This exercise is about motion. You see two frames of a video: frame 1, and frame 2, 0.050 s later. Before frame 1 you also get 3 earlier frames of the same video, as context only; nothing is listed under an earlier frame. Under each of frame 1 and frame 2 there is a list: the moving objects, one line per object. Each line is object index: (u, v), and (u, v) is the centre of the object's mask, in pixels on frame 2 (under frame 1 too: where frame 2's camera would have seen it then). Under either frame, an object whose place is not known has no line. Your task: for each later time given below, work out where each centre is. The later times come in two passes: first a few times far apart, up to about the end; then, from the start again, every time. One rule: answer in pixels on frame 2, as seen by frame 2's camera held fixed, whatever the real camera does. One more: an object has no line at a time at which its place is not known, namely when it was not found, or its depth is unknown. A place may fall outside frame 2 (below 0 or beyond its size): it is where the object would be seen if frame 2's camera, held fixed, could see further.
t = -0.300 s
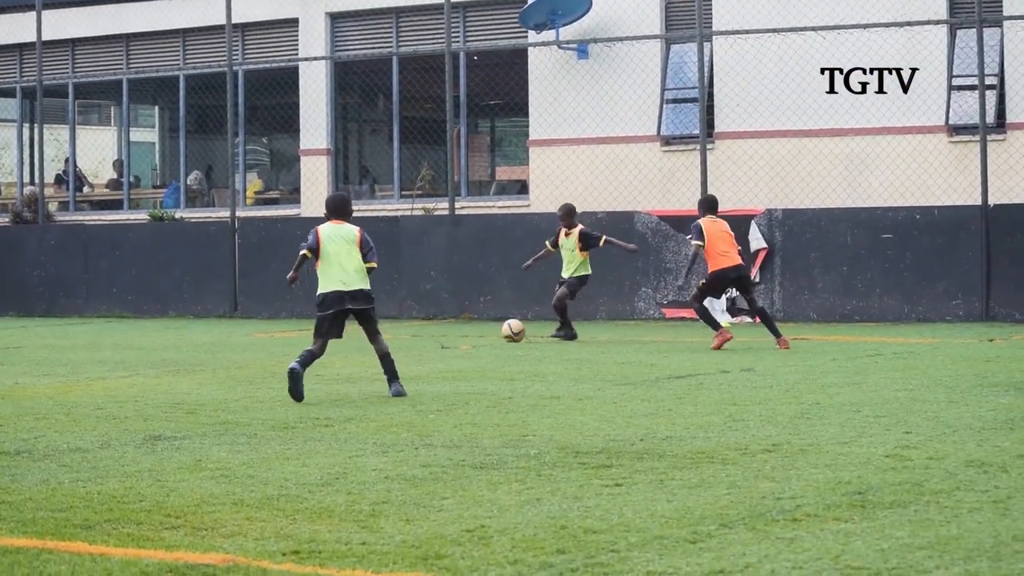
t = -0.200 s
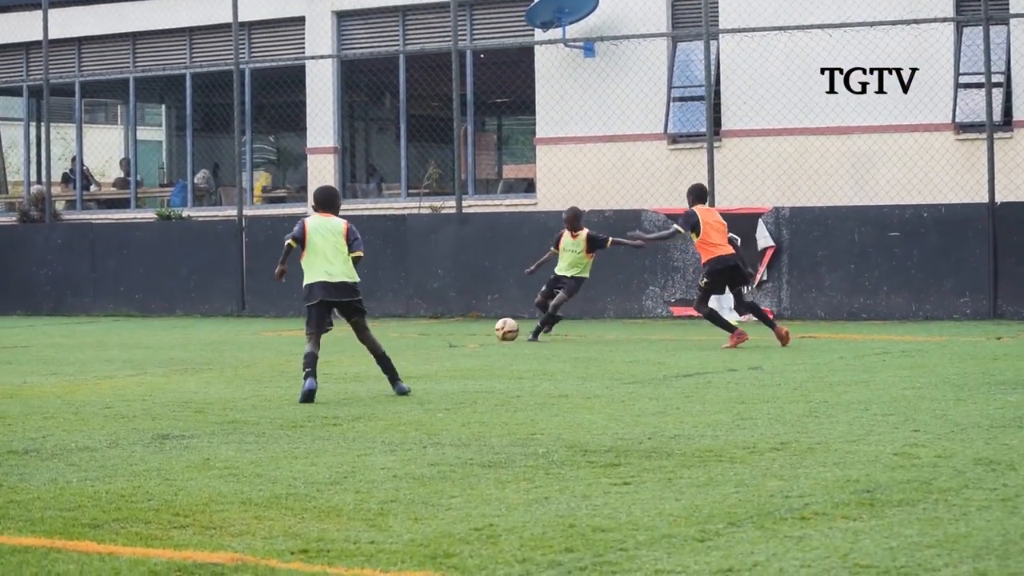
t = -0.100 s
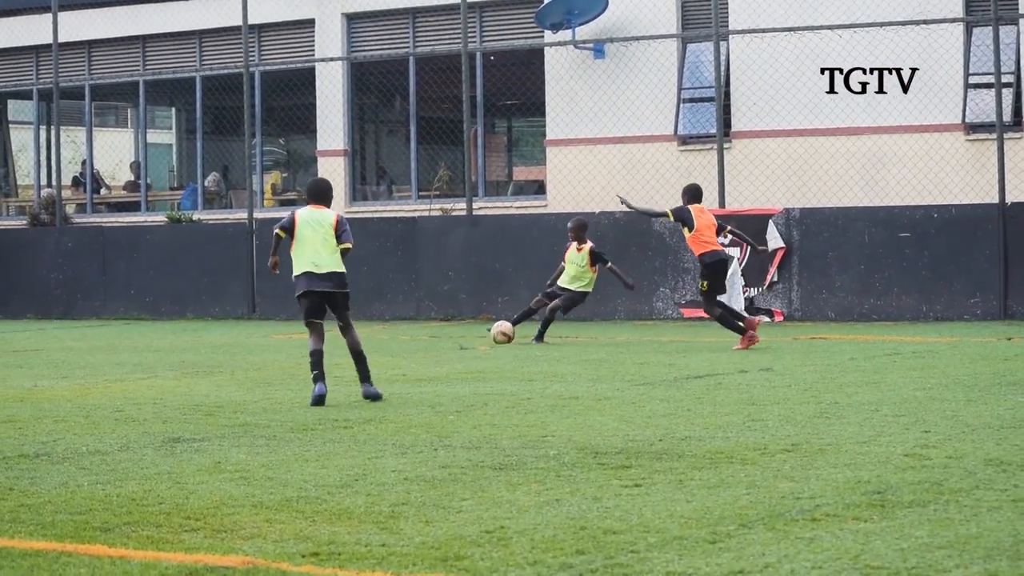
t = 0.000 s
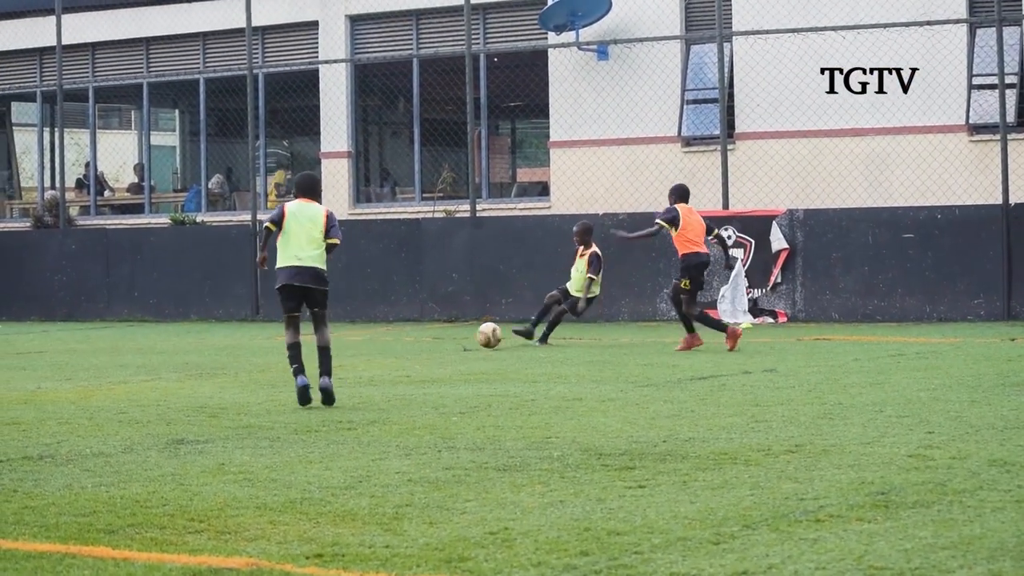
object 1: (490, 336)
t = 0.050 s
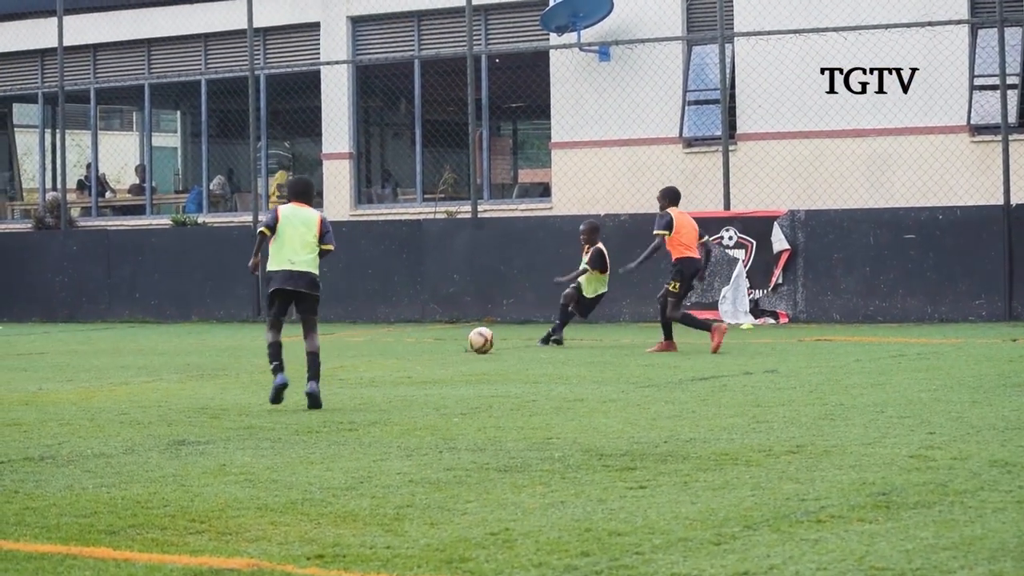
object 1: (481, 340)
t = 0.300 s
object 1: (437, 353)
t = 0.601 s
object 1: (383, 364)
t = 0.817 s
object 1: (337, 379)
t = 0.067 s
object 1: (478, 342)
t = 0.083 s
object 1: (475, 343)
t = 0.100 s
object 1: (473, 343)
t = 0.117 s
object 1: (469, 344)
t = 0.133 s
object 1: (466, 344)
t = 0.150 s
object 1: (463, 345)
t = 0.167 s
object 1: (460, 347)
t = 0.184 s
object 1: (457, 347)
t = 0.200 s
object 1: (454, 347)
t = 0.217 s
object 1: (451, 347)
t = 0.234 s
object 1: (449, 348)
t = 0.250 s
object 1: (446, 349)
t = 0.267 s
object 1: (443, 350)
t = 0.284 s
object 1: (440, 352)
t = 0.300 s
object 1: (437, 353)
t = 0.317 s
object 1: (434, 353)
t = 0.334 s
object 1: (432, 353)
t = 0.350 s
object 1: (428, 354)
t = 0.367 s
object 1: (426, 356)
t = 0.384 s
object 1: (423, 357)
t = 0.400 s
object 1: (420, 358)
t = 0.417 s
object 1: (418, 358)
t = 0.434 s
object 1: (414, 358)
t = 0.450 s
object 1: (411, 359)
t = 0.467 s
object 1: (408, 360)
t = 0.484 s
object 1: (405, 362)
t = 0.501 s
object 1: (402, 363)
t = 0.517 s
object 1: (400, 364)
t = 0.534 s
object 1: (396, 363)
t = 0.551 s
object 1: (393, 363)
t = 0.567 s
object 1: (390, 363)
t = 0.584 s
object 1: (387, 363)
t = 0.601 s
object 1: (383, 364)
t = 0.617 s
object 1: (381, 365)
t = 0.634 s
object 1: (377, 367)
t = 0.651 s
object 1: (373, 369)
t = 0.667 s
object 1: (370, 369)
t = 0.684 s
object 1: (366, 369)
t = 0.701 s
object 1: (362, 368)
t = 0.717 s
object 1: (360, 368)
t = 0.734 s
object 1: (356, 369)
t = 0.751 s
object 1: (352, 370)
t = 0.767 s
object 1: (348, 371)
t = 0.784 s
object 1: (345, 373)
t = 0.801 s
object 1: (341, 376)
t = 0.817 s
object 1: (337, 379)
